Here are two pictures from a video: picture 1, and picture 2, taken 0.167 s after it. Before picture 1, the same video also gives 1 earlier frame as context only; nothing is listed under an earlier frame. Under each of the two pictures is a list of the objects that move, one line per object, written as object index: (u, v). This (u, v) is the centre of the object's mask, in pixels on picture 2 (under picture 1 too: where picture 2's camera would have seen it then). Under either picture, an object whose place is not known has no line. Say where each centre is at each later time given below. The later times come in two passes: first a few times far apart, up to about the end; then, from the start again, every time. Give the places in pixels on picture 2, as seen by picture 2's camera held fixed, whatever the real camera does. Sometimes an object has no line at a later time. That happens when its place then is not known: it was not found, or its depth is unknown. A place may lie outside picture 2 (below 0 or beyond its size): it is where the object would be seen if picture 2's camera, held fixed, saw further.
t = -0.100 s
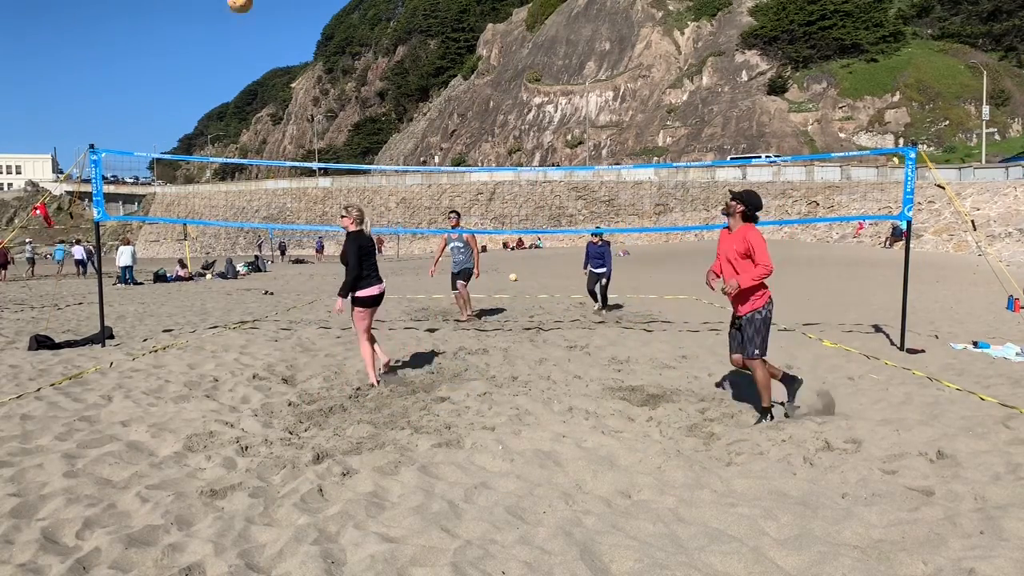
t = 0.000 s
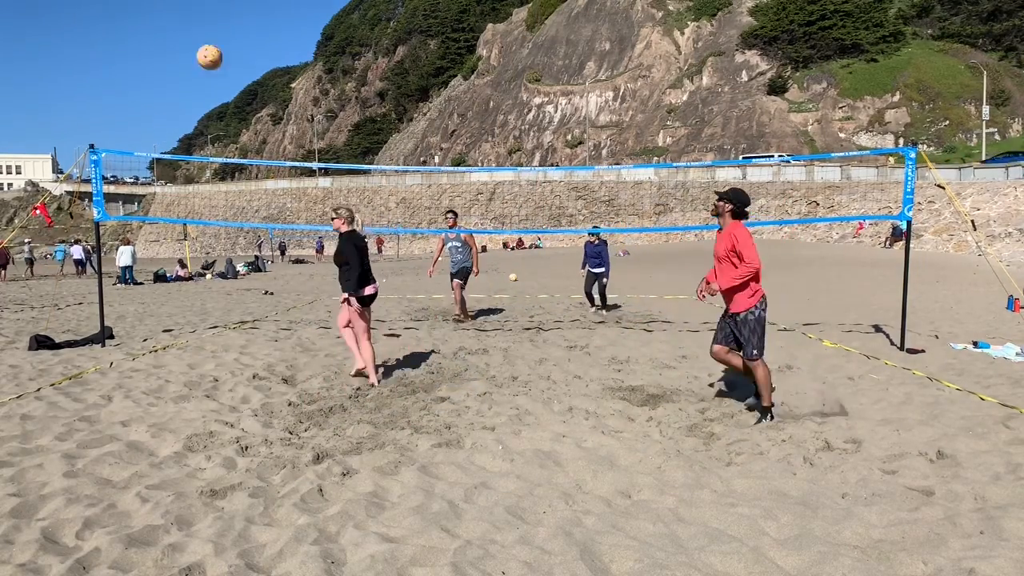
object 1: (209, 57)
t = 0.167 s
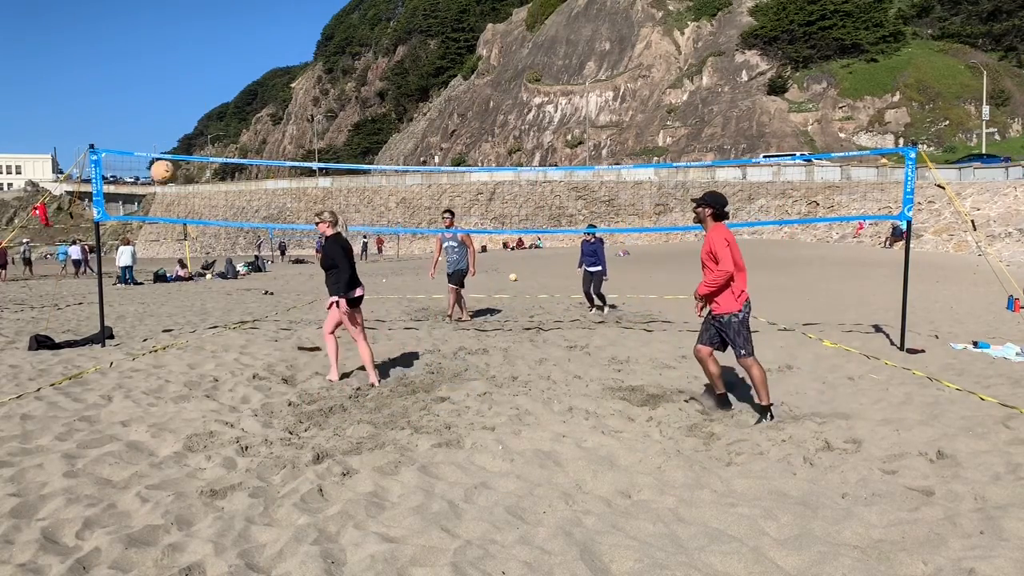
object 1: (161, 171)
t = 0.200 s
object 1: (154, 199)
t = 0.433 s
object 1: (98, 361)
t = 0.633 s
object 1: (59, 282)
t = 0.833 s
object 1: (22, 248)
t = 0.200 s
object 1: (154, 199)
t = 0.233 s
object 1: (146, 225)
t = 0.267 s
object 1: (138, 253)
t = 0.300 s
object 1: (129, 282)
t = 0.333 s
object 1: (121, 312)
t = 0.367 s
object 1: (113, 342)
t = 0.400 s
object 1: (105, 374)
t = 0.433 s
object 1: (98, 361)
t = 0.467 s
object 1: (91, 344)
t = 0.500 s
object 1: (84, 329)
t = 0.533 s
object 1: (78, 315)
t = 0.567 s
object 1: (71, 303)
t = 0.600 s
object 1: (65, 292)
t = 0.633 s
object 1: (59, 282)
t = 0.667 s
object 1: (52, 273)
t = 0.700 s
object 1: (47, 266)
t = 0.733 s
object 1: (40, 260)
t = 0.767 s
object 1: (35, 255)
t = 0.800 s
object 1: (28, 252)
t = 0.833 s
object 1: (22, 248)
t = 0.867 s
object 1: (16, 247)
